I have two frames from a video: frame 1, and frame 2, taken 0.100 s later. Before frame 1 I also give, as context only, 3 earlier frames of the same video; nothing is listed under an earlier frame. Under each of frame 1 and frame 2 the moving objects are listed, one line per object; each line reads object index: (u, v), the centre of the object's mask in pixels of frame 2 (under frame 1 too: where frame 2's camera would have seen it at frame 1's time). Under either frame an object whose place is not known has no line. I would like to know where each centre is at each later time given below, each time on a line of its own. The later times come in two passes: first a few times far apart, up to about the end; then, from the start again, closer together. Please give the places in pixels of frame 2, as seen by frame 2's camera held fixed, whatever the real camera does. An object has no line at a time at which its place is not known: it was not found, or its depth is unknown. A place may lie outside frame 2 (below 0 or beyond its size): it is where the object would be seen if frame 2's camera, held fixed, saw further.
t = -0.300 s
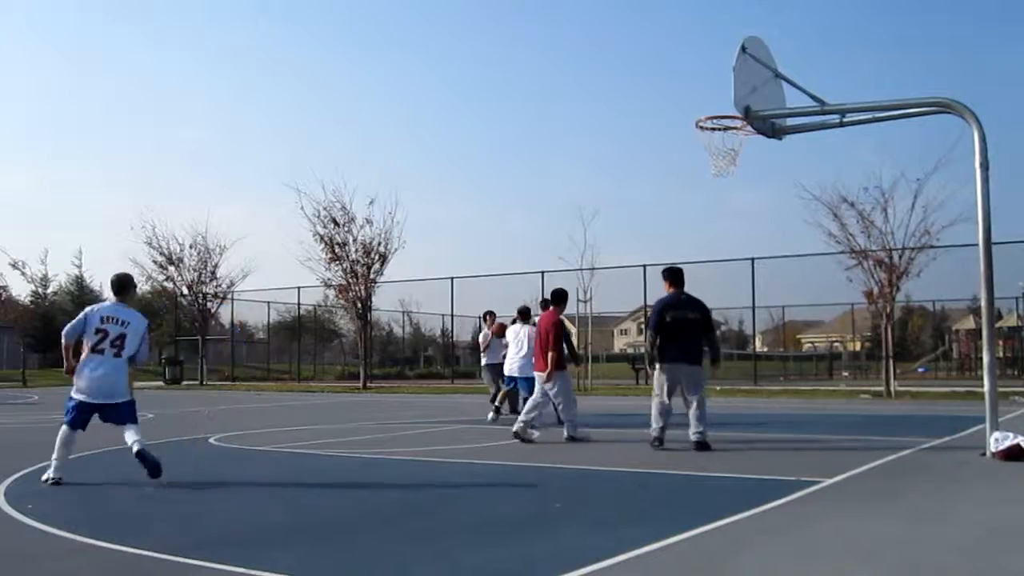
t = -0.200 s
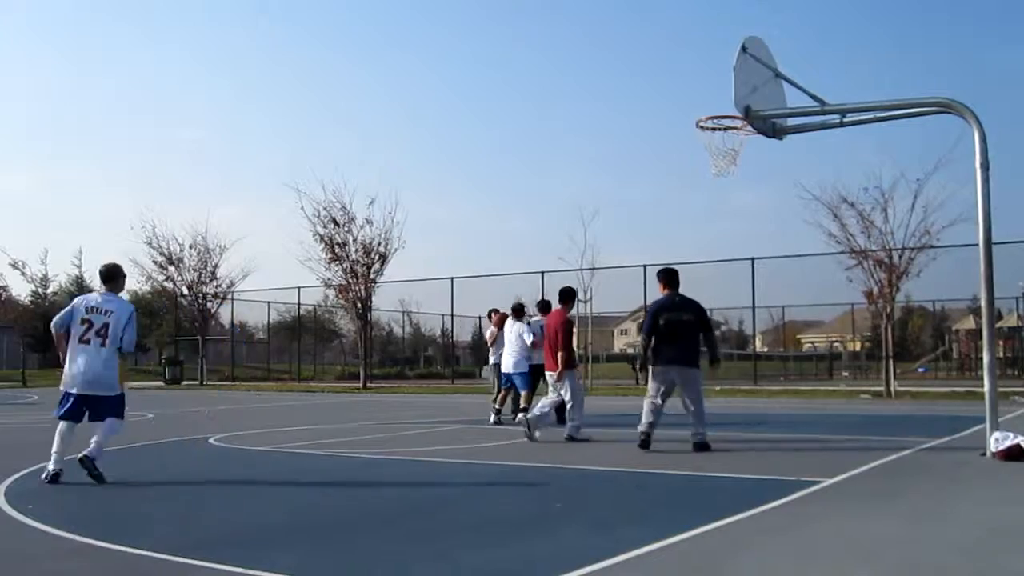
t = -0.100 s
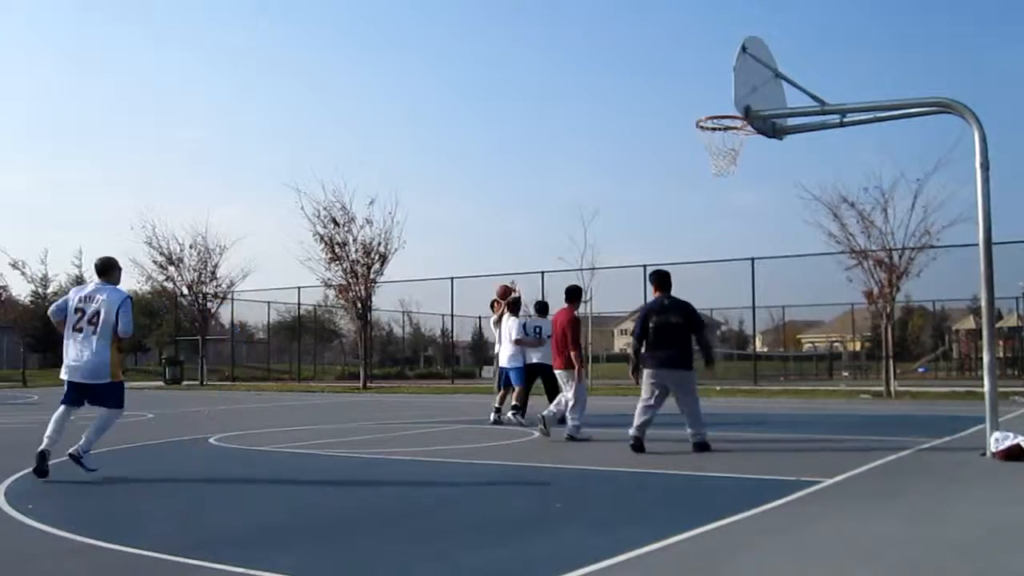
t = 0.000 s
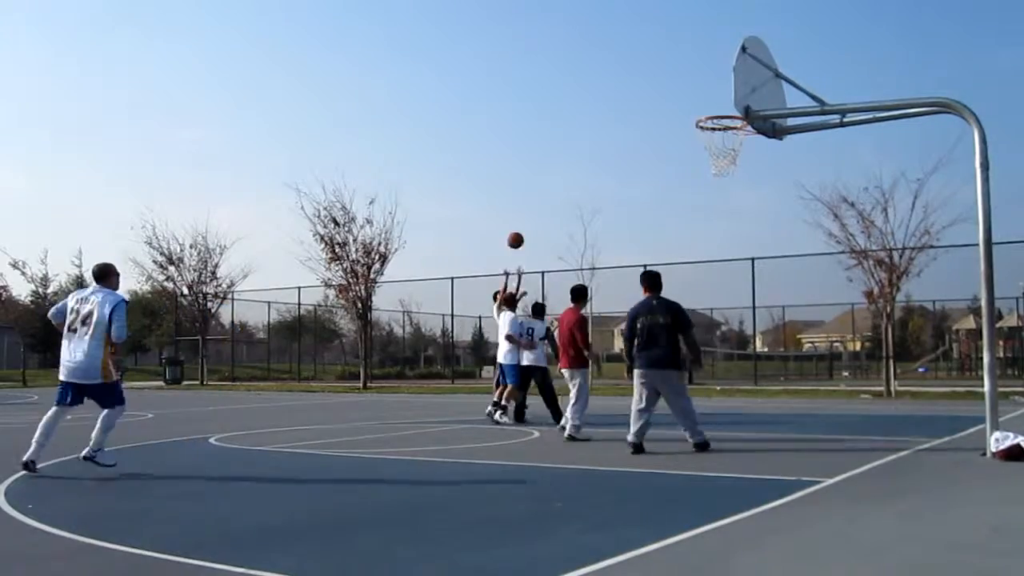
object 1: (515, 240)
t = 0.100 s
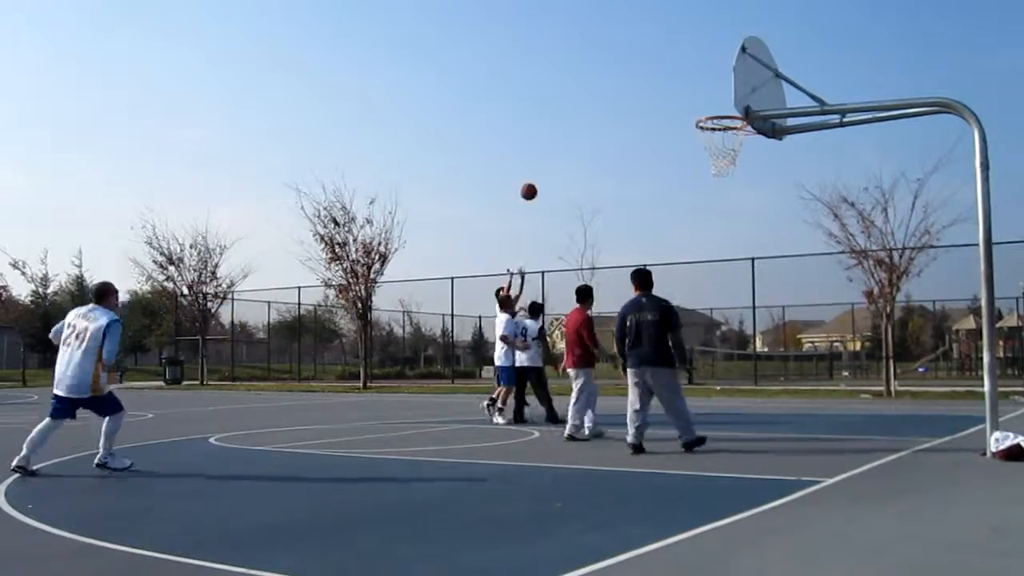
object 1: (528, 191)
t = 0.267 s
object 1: (551, 121)
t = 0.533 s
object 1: (595, 40)
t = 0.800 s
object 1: (646, 8)
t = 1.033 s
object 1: (700, 26)
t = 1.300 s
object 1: (726, 117)
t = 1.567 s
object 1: (698, 148)
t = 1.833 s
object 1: (729, 177)
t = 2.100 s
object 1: (769, 260)
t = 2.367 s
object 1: (812, 424)
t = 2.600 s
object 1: (828, 330)
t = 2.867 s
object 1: (845, 258)
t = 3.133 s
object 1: (866, 266)
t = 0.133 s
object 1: (532, 176)
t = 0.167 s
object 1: (537, 162)
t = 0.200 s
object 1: (542, 148)
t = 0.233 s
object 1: (547, 134)
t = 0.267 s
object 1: (551, 121)
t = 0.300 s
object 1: (557, 109)
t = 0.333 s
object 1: (562, 97)
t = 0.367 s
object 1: (567, 86)
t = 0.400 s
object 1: (572, 75)
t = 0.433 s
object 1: (578, 65)
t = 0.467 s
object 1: (583, 56)
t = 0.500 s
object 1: (589, 48)
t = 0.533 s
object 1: (595, 40)
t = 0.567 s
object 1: (601, 33)
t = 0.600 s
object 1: (607, 27)
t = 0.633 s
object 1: (613, 21)
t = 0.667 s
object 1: (620, 16)
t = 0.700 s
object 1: (626, 12)
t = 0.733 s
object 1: (633, 10)
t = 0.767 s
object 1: (639, 8)
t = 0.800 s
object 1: (646, 8)
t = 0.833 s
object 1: (653, 8)
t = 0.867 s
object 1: (660, 8)
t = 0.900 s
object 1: (668, 9)
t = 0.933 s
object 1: (676, 11)
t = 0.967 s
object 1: (684, 15)
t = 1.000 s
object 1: (691, 19)
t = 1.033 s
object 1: (700, 26)
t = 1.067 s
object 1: (709, 33)
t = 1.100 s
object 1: (718, 42)
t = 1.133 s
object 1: (726, 52)
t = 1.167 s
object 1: (730, 62)
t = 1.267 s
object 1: (730, 104)
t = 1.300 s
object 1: (726, 117)
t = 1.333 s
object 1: (713, 132)
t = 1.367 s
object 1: (703, 146)
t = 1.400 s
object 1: (697, 148)
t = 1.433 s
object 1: (694, 147)
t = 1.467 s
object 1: (694, 146)
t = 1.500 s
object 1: (695, 146)
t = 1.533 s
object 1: (696, 146)
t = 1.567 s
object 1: (698, 148)
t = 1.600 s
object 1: (701, 150)
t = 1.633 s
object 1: (703, 153)
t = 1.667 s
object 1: (707, 157)
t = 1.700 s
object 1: (711, 161)
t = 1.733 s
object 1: (716, 165)
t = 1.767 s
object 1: (720, 169)
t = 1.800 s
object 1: (725, 172)
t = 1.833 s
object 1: (729, 177)
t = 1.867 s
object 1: (735, 183)
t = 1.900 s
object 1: (739, 190)
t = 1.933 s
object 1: (744, 199)
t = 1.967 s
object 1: (749, 208)
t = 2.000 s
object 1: (754, 219)
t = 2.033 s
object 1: (759, 232)
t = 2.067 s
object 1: (764, 245)
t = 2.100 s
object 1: (769, 260)
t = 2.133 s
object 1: (775, 276)
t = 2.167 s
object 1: (780, 293)
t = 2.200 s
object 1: (786, 312)
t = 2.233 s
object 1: (791, 332)
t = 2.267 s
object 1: (794, 352)
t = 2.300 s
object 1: (801, 374)
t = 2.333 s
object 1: (807, 399)
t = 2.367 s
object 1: (812, 424)
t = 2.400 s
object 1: (817, 434)
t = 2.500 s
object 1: (821, 376)
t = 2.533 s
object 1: (821, 358)
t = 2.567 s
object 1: (826, 345)
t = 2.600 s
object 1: (828, 330)
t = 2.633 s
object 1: (831, 317)
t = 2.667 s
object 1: (832, 304)
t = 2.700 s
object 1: (834, 293)
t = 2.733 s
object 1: (836, 283)
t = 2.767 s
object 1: (838, 275)
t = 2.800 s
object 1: (840, 269)
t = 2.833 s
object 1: (843, 262)
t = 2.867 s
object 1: (845, 258)
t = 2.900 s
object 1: (848, 255)
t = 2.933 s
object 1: (850, 253)
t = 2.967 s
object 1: (852, 252)
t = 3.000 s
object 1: (854, 252)
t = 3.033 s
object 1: (857, 254)
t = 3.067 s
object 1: (859, 256)
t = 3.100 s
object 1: (862, 261)
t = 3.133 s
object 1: (866, 266)
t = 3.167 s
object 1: (869, 271)
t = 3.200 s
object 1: (871, 282)
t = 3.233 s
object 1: (873, 292)
